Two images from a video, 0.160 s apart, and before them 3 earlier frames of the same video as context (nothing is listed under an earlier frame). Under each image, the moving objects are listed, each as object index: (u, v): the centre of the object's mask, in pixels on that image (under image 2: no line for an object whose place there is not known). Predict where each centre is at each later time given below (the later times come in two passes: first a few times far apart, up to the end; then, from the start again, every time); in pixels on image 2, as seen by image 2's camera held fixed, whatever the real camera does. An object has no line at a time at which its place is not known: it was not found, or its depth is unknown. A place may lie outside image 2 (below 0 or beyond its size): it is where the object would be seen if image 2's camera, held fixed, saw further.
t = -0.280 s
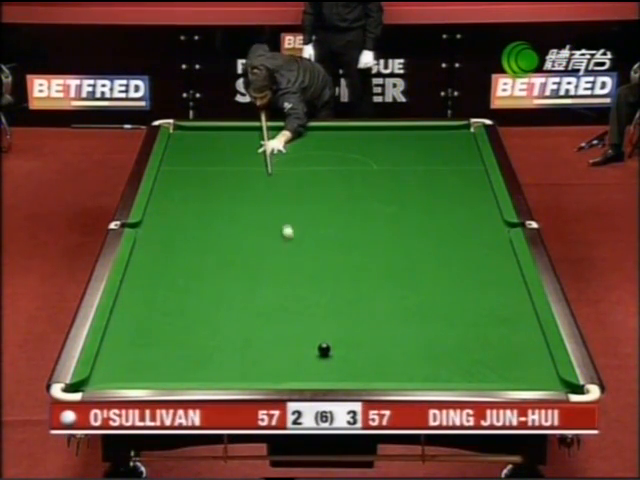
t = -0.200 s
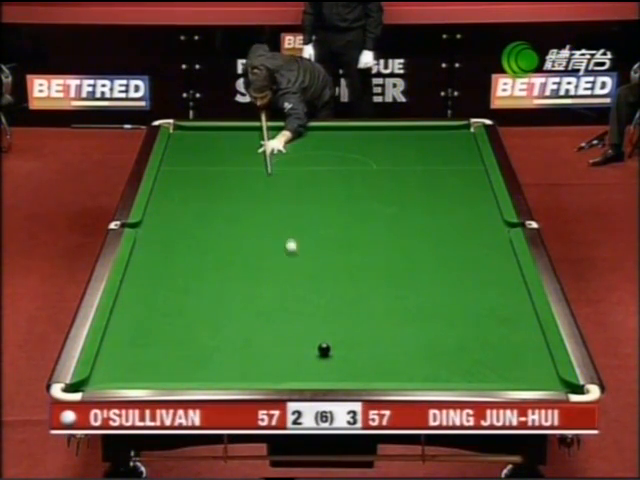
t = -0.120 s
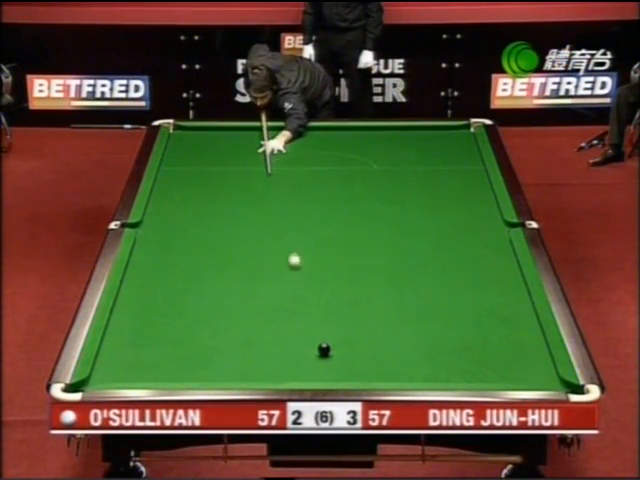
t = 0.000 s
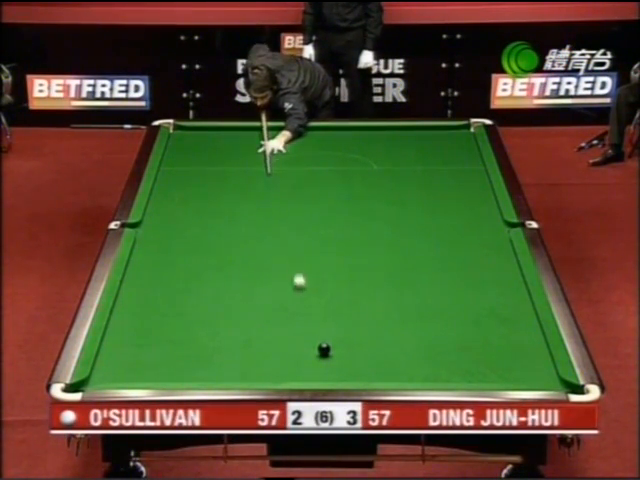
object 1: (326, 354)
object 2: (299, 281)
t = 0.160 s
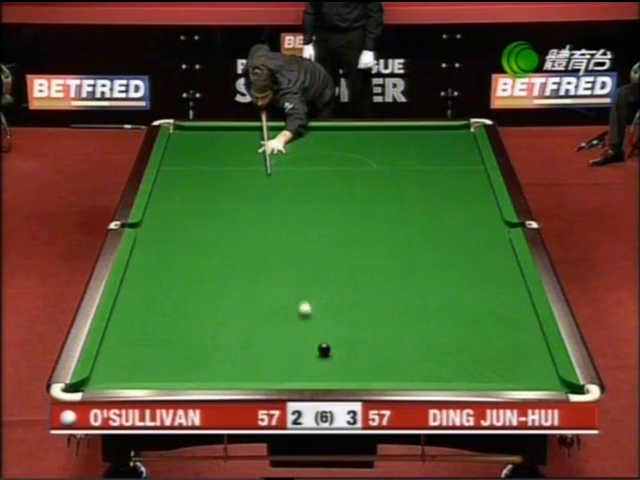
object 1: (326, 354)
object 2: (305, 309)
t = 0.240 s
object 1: (326, 354)
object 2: (308, 324)
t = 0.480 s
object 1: (350, 358)
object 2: (292, 366)
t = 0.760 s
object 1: (393, 365)
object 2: (243, 357)
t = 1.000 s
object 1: (429, 372)
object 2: (201, 334)
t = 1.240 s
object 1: (464, 377)
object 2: (163, 314)
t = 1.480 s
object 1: (498, 380)
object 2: (129, 296)
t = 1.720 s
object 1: (525, 379)
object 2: (149, 279)
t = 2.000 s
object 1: (553, 378)
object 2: (179, 261)
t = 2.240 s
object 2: (204, 248)
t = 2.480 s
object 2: (226, 235)
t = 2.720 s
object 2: (246, 222)
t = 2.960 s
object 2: (266, 211)
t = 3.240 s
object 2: (286, 199)
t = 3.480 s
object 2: (303, 190)
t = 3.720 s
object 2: (319, 180)
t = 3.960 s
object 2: (333, 172)
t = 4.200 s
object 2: (347, 164)
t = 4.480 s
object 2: (362, 155)
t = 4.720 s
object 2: (374, 148)
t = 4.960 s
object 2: (385, 142)
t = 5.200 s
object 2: (395, 136)
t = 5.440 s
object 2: (405, 130)
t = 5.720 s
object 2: (415, 130)
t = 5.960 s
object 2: (423, 133)
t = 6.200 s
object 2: (431, 136)
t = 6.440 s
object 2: (438, 138)
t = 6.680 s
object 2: (445, 141)
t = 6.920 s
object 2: (451, 143)
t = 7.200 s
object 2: (458, 146)
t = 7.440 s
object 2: (463, 148)
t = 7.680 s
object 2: (467, 150)
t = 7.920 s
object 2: (472, 151)
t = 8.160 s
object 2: (475, 152)
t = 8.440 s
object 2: (476, 154)
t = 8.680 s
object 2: (475, 154)
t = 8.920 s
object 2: (475, 155)
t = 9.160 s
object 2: (474, 155)
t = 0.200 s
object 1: (326, 354)
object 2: (306, 316)
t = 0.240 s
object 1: (326, 354)
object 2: (308, 324)
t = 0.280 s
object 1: (325, 351)
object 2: (309, 331)
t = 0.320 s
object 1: (325, 351)
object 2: (311, 339)
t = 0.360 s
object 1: (327, 353)
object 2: (311, 346)
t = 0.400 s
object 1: (335, 355)
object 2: (305, 353)
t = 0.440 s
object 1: (343, 355)
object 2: (298, 360)
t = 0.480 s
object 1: (350, 358)
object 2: (292, 366)
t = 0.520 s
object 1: (357, 359)
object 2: (287, 373)
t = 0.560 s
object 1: (363, 360)
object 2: (281, 378)
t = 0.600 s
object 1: (369, 361)
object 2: (273, 376)
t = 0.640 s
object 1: (375, 362)
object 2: (265, 372)
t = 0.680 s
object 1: (381, 363)
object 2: (257, 366)
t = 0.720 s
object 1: (387, 364)
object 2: (250, 361)
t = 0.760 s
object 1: (393, 365)
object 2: (243, 357)
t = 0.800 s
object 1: (399, 366)
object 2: (235, 353)
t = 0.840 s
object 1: (405, 368)
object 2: (229, 349)
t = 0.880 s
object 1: (411, 369)
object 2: (222, 345)
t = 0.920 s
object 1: (417, 370)
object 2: (215, 342)
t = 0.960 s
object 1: (423, 372)
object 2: (208, 338)
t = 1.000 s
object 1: (429, 372)
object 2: (201, 334)
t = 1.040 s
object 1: (435, 373)
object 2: (195, 331)
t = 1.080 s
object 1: (440, 374)
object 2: (188, 328)
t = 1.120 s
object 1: (446, 375)
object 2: (182, 324)
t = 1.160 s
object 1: (452, 376)
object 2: (176, 321)
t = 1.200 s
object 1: (458, 377)
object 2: (170, 317)
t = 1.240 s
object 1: (464, 377)
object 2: (163, 314)
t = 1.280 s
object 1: (470, 378)
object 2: (157, 311)
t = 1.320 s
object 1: (475, 378)
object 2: (152, 308)
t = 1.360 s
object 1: (481, 379)
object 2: (146, 305)
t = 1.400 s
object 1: (487, 380)
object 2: (140, 302)
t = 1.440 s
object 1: (492, 380)
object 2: (135, 299)
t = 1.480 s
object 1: (498, 380)
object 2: (129, 296)
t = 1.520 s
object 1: (503, 380)
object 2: (124, 293)
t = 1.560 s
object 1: (507, 380)
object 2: (129, 290)
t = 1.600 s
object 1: (512, 380)
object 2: (135, 287)
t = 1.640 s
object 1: (516, 380)
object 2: (140, 284)
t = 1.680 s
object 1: (520, 379)
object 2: (145, 281)
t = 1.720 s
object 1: (525, 379)
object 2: (149, 279)
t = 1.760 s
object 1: (529, 379)
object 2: (153, 276)
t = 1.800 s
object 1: (534, 378)
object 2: (158, 274)
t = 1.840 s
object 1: (538, 378)
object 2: (163, 271)
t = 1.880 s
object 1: (542, 378)
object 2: (167, 269)
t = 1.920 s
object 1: (546, 378)
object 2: (171, 266)
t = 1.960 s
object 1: (551, 378)
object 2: (175, 264)
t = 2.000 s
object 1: (553, 378)
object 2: (179, 261)
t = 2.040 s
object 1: (550, 378)
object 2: (183, 259)
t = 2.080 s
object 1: (547, 378)
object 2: (188, 257)
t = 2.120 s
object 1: (544, 377)
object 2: (192, 254)
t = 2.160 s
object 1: (542, 376)
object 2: (196, 252)
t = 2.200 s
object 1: (540, 376)
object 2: (200, 250)
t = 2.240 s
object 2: (204, 248)
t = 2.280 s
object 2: (207, 245)
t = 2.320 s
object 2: (211, 243)
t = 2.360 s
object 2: (215, 241)
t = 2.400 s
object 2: (218, 239)
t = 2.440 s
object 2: (222, 237)
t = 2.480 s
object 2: (226, 235)
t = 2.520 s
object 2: (229, 232)
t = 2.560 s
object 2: (233, 230)
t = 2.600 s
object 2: (236, 228)
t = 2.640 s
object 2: (240, 226)
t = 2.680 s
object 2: (243, 224)
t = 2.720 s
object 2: (246, 222)
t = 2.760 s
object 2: (250, 220)
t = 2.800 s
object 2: (253, 219)
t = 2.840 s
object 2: (256, 217)
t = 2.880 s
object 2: (259, 215)
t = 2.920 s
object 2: (262, 213)
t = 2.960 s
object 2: (266, 211)
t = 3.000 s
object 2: (269, 210)
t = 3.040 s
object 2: (272, 208)
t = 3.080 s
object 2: (275, 206)
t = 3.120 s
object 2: (278, 204)
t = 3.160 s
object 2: (280, 203)
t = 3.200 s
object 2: (284, 201)
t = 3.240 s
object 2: (286, 199)
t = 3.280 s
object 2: (289, 198)
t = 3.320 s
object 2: (292, 196)
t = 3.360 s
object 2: (295, 194)
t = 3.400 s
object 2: (298, 193)
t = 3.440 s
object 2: (300, 191)
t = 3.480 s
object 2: (303, 190)
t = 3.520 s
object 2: (306, 188)
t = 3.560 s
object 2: (308, 186)
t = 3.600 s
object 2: (311, 185)
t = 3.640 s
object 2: (314, 183)
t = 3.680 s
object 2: (316, 182)
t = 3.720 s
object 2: (319, 180)
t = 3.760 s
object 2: (321, 179)
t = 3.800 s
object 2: (323, 177)
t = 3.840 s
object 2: (326, 176)
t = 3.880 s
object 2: (329, 175)
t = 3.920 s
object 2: (331, 173)
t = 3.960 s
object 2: (333, 172)
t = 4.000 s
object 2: (335, 171)
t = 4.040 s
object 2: (338, 169)
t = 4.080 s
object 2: (340, 168)
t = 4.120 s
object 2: (342, 167)
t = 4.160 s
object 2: (345, 165)
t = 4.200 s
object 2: (347, 164)
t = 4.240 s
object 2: (349, 163)
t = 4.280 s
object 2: (351, 162)
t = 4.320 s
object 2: (353, 160)
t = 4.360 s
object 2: (355, 159)
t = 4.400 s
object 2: (357, 158)
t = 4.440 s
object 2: (360, 157)
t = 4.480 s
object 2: (362, 155)
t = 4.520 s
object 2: (363, 154)
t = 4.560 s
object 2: (366, 153)
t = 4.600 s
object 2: (367, 152)
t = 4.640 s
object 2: (369, 150)
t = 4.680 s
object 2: (372, 149)
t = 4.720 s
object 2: (374, 148)
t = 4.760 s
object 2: (375, 147)
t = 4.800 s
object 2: (377, 146)
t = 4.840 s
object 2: (379, 145)
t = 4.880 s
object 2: (381, 144)
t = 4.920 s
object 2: (383, 143)
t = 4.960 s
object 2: (385, 142)
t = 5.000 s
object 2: (386, 141)
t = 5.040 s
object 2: (388, 140)
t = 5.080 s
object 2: (390, 139)
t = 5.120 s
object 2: (392, 138)
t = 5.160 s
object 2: (393, 137)
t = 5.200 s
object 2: (395, 136)
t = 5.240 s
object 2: (397, 135)
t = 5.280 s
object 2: (398, 134)
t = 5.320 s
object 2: (400, 133)
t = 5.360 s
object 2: (402, 132)
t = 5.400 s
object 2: (403, 131)
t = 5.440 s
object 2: (405, 130)
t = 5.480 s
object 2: (406, 129)
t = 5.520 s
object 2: (408, 128)
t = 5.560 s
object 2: (410, 128)
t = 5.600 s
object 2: (411, 128)
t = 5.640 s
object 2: (413, 129)
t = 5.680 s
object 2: (414, 129)
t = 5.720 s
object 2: (415, 130)
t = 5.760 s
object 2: (417, 130)
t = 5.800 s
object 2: (418, 131)
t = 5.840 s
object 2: (419, 132)
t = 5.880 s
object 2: (421, 132)
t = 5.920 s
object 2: (422, 132)
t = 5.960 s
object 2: (423, 133)
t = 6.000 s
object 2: (425, 133)
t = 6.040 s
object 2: (426, 134)
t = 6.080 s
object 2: (427, 134)
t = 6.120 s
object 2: (428, 135)
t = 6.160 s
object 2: (430, 135)
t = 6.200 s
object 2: (431, 136)
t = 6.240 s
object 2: (432, 136)
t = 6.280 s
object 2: (433, 137)
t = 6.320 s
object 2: (435, 137)
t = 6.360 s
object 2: (436, 137)
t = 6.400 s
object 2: (437, 138)
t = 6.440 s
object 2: (438, 138)
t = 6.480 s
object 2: (439, 139)
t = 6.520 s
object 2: (441, 139)
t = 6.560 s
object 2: (442, 140)
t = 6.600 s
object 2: (443, 140)
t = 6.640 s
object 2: (444, 141)
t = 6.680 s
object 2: (445, 141)
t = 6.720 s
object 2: (446, 141)
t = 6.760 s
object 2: (447, 142)
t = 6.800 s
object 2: (448, 142)
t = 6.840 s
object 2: (449, 142)
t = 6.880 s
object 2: (450, 143)
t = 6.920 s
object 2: (451, 143)
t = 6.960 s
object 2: (452, 144)
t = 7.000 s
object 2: (453, 144)
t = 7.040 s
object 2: (454, 145)
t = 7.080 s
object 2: (455, 145)
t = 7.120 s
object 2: (456, 145)
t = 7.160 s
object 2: (457, 146)
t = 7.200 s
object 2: (458, 146)
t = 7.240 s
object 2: (459, 146)
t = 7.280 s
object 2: (459, 147)
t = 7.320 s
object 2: (460, 147)
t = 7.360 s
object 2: (461, 147)
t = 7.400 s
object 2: (462, 148)
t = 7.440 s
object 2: (463, 148)
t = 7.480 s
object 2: (464, 148)
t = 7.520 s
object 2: (464, 148)
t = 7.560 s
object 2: (465, 149)
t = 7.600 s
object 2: (466, 149)
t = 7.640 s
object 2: (467, 149)
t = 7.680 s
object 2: (467, 150)
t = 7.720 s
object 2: (468, 150)
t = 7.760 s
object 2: (469, 150)
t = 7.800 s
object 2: (470, 150)
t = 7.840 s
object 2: (470, 150)
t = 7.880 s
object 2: (471, 151)
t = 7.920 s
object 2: (472, 151)
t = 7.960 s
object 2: (472, 151)
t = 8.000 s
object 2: (473, 151)
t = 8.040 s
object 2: (473, 152)
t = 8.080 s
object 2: (474, 152)
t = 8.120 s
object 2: (474, 152)
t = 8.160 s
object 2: (475, 152)
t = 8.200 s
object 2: (475, 152)
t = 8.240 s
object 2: (476, 153)
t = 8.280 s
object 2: (476, 153)
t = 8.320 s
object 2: (476, 153)
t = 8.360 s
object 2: (476, 153)
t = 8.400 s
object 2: (476, 153)
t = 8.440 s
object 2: (476, 154)
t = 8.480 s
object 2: (476, 154)
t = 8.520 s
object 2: (476, 153)
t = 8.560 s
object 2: (475, 154)
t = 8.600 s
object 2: (475, 154)
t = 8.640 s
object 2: (475, 154)
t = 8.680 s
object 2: (475, 154)
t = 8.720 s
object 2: (475, 154)
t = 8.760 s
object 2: (475, 154)
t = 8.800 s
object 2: (475, 155)
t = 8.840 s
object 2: (475, 155)
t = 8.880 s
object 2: (475, 155)
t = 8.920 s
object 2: (475, 155)
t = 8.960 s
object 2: (475, 155)
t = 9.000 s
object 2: (474, 155)
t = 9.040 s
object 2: (474, 155)
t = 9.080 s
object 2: (474, 155)
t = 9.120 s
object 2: (474, 155)
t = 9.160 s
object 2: (474, 155)
